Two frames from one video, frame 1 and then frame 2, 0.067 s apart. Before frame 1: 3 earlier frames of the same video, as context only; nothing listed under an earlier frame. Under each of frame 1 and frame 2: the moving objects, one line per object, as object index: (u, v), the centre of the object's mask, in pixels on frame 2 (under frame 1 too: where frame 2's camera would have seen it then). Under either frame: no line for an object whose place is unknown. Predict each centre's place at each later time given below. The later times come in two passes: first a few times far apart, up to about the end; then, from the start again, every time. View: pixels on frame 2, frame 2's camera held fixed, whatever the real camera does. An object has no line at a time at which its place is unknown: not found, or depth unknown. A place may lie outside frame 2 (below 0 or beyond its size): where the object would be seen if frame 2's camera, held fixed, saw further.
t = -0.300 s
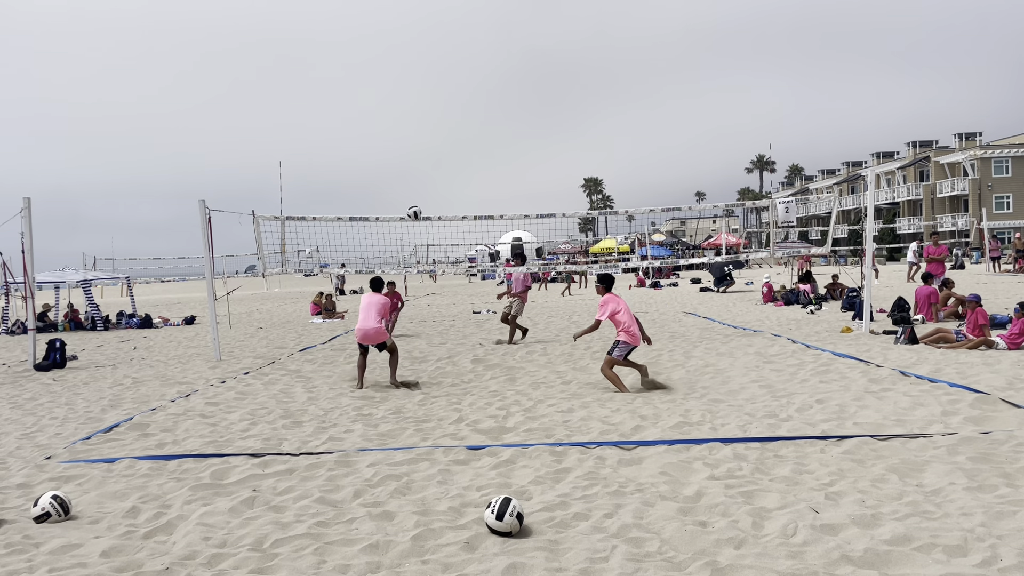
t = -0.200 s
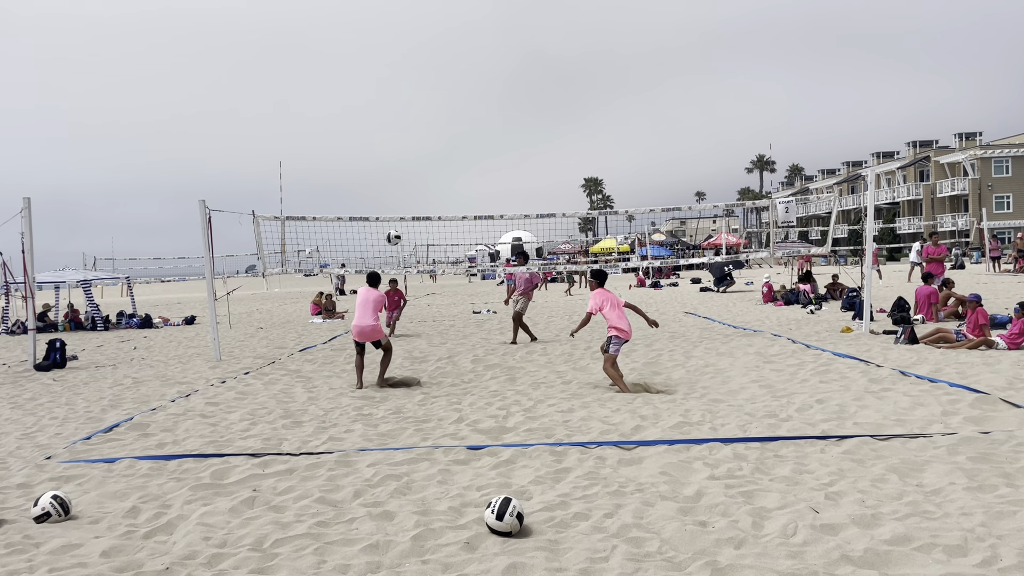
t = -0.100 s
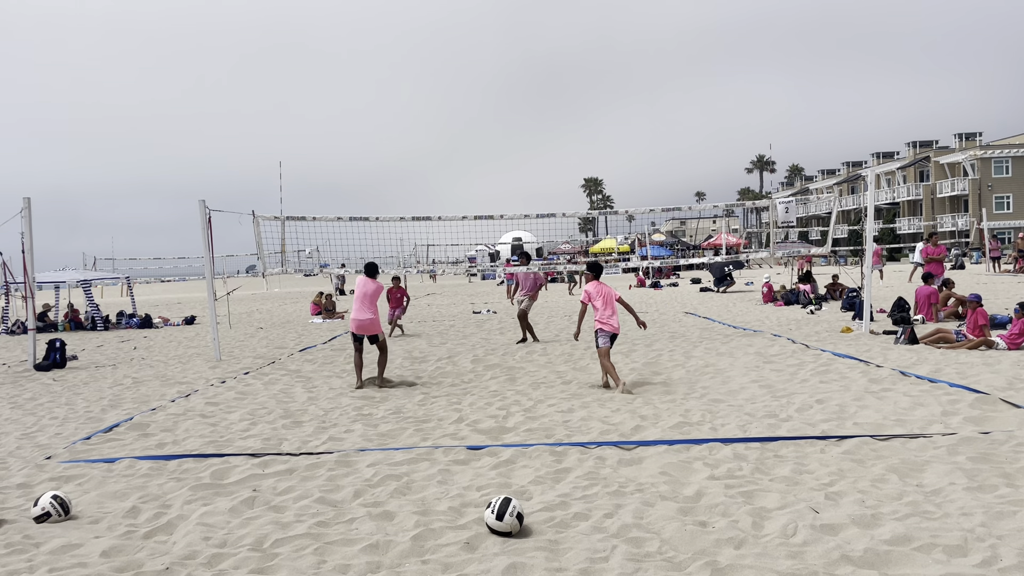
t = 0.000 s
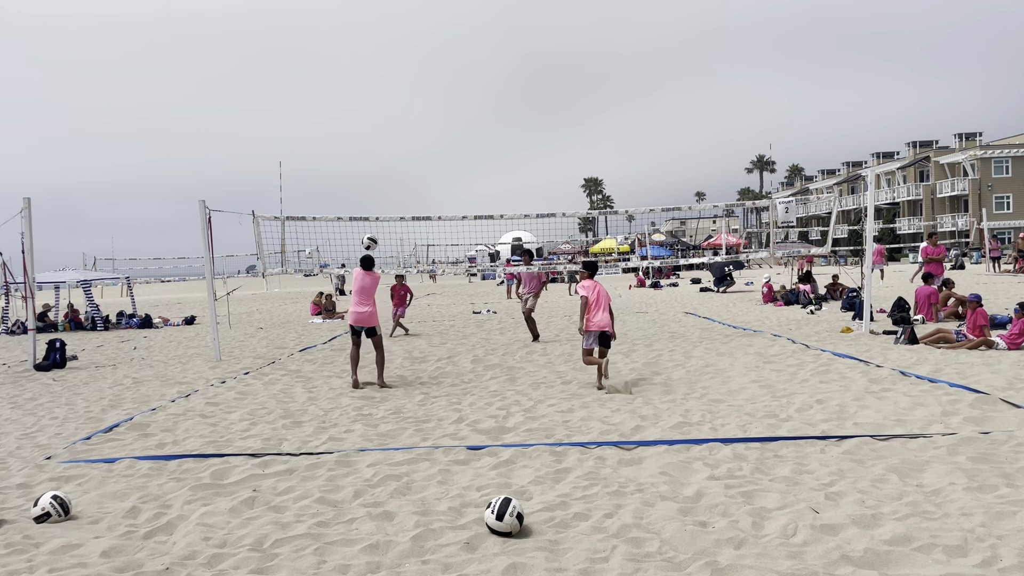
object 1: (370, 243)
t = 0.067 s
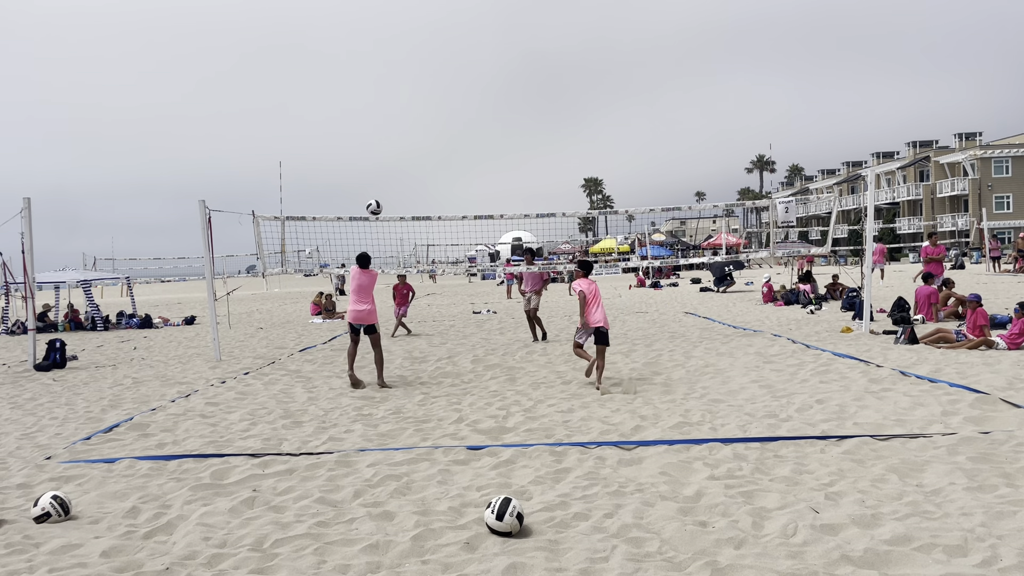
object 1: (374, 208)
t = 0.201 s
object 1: (384, 149)
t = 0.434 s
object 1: (404, 82)
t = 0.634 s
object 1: (423, 58)
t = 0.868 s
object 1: (447, 66)
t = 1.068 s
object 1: (467, 102)
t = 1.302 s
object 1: (493, 175)
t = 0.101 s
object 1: (377, 192)
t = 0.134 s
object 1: (379, 177)
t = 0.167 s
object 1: (382, 163)
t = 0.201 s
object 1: (384, 149)
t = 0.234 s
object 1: (387, 137)
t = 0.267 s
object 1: (390, 126)
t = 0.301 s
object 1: (392, 115)
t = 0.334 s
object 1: (395, 106)
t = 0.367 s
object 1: (398, 97)
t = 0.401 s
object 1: (401, 89)
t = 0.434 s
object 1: (404, 82)
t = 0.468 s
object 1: (407, 76)
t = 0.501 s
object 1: (410, 71)
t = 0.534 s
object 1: (414, 66)
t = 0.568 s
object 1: (417, 63)
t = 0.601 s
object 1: (420, 60)
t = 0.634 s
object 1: (423, 58)
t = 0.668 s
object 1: (426, 57)
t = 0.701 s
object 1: (430, 56)
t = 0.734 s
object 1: (433, 57)
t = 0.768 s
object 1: (436, 58)
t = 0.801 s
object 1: (440, 60)
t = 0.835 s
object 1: (443, 63)
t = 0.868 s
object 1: (447, 66)
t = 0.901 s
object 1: (450, 70)
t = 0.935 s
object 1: (453, 75)
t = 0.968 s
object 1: (457, 81)
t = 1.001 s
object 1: (460, 87)
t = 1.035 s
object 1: (464, 94)
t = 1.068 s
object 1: (467, 102)
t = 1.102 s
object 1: (471, 111)
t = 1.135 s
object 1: (475, 120)
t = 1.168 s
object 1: (478, 129)
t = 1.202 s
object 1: (482, 140)
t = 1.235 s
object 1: (485, 151)
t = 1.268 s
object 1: (489, 162)
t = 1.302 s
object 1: (493, 175)
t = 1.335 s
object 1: (496, 187)
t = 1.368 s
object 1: (500, 201)
